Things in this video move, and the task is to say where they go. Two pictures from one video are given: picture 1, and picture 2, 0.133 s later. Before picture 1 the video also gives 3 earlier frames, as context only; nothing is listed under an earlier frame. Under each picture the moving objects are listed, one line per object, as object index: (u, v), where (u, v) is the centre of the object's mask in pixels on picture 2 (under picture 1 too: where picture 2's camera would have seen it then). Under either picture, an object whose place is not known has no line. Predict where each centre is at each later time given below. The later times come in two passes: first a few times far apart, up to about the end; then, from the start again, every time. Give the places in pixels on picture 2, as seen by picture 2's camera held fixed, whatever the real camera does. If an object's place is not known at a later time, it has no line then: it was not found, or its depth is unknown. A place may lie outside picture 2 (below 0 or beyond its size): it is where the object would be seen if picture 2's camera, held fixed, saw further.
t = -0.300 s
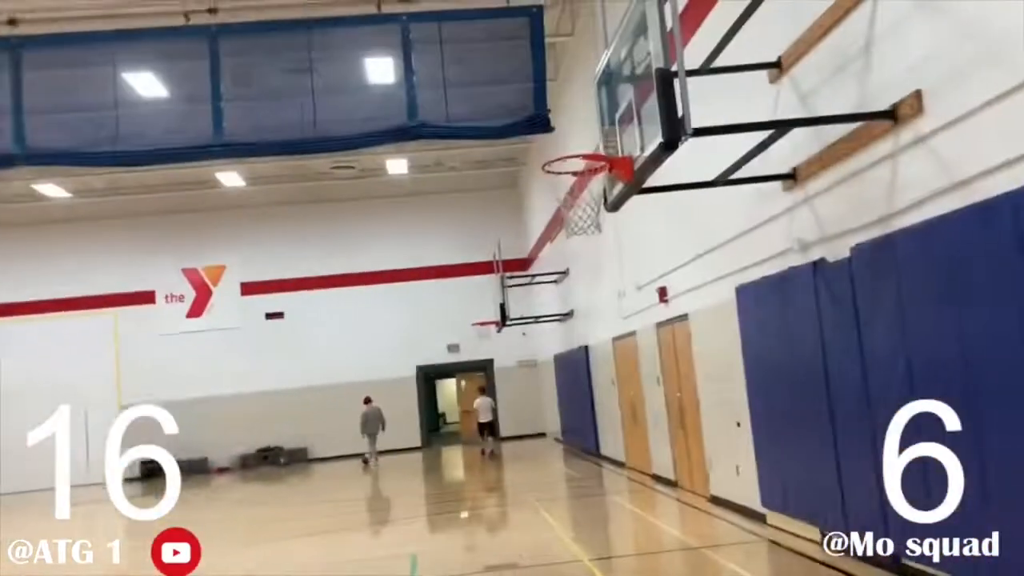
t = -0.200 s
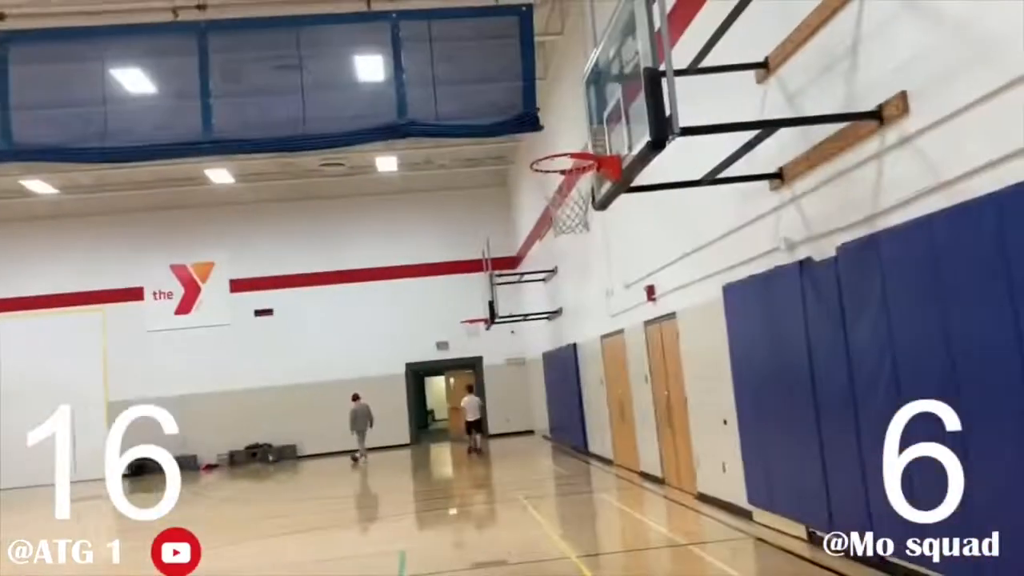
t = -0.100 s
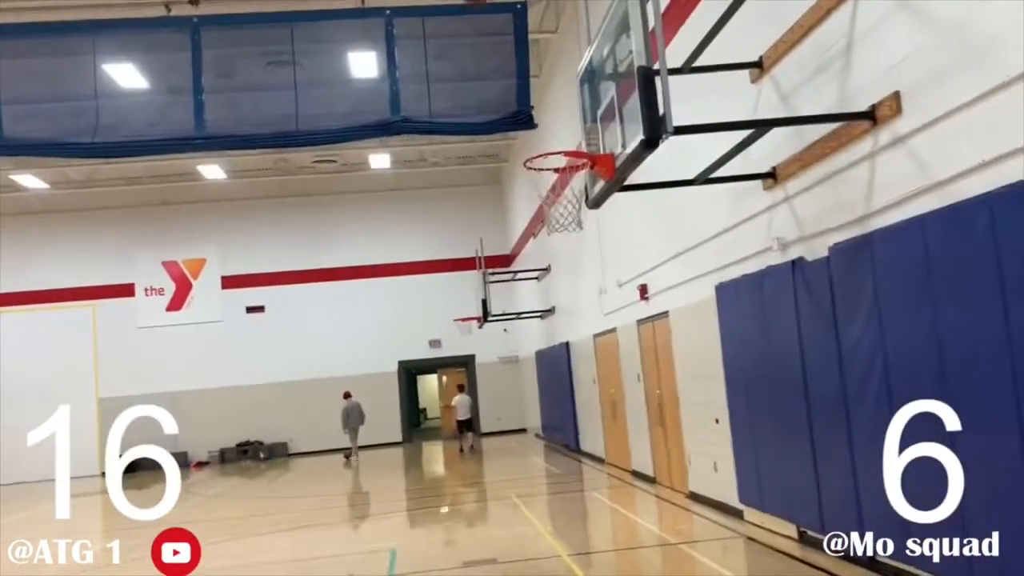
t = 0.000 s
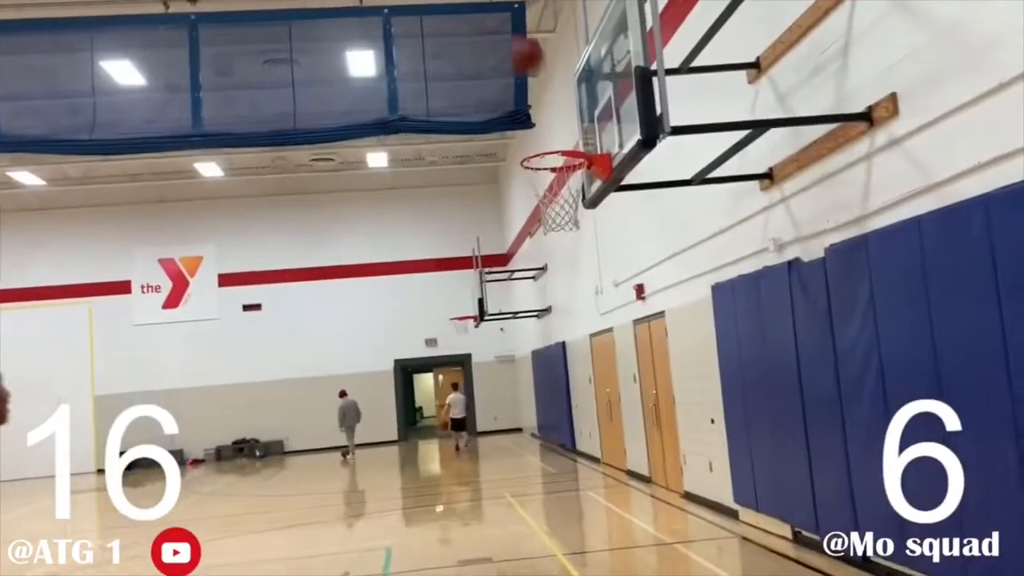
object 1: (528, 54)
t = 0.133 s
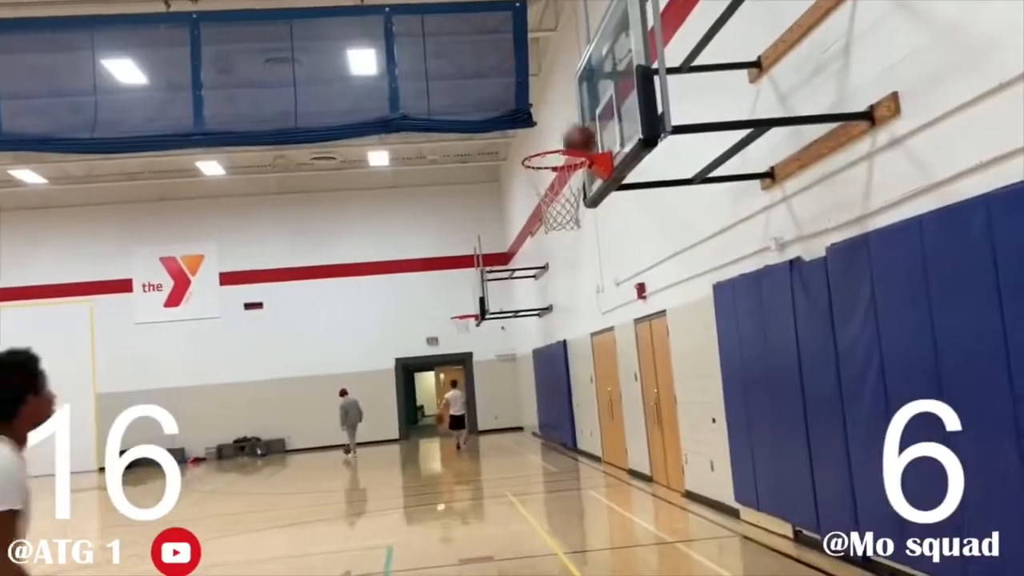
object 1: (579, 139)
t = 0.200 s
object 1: (559, 106)
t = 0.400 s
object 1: (505, 41)
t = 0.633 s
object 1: (451, 28)
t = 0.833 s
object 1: (412, 68)
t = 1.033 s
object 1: (375, 153)
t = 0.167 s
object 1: (568, 122)
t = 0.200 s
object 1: (559, 106)
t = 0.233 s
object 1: (550, 91)
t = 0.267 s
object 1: (540, 77)
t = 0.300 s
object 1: (531, 66)
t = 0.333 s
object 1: (522, 56)
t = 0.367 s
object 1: (513, 47)
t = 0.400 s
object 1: (505, 41)
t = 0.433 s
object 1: (494, 35)
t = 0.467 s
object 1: (488, 30)
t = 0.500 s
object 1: (479, 26)
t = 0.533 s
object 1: (473, 25)
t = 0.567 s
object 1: (465, 24)
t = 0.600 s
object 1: (458, 25)
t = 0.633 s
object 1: (451, 28)
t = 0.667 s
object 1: (443, 33)
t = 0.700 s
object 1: (437, 38)
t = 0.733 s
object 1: (431, 45)
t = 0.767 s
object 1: (424, 51)
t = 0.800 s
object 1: (417, 59)
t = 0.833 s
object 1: (412, 68)
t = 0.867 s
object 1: (405, 79)
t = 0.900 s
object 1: (398, 91)
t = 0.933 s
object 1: (394, 106)
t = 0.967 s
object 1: (386, 119)
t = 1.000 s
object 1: (381, 134)
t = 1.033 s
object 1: (375, 153)
